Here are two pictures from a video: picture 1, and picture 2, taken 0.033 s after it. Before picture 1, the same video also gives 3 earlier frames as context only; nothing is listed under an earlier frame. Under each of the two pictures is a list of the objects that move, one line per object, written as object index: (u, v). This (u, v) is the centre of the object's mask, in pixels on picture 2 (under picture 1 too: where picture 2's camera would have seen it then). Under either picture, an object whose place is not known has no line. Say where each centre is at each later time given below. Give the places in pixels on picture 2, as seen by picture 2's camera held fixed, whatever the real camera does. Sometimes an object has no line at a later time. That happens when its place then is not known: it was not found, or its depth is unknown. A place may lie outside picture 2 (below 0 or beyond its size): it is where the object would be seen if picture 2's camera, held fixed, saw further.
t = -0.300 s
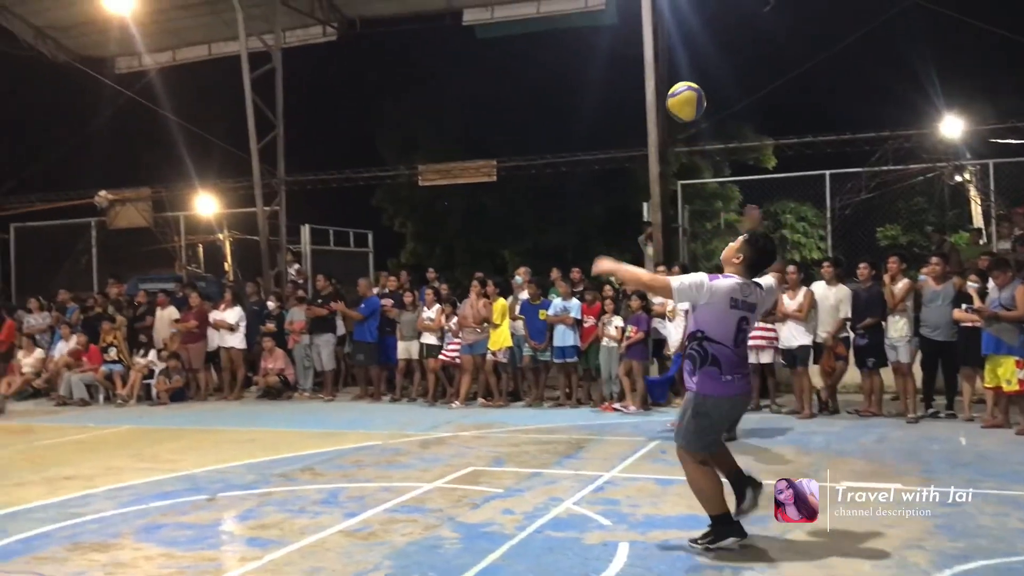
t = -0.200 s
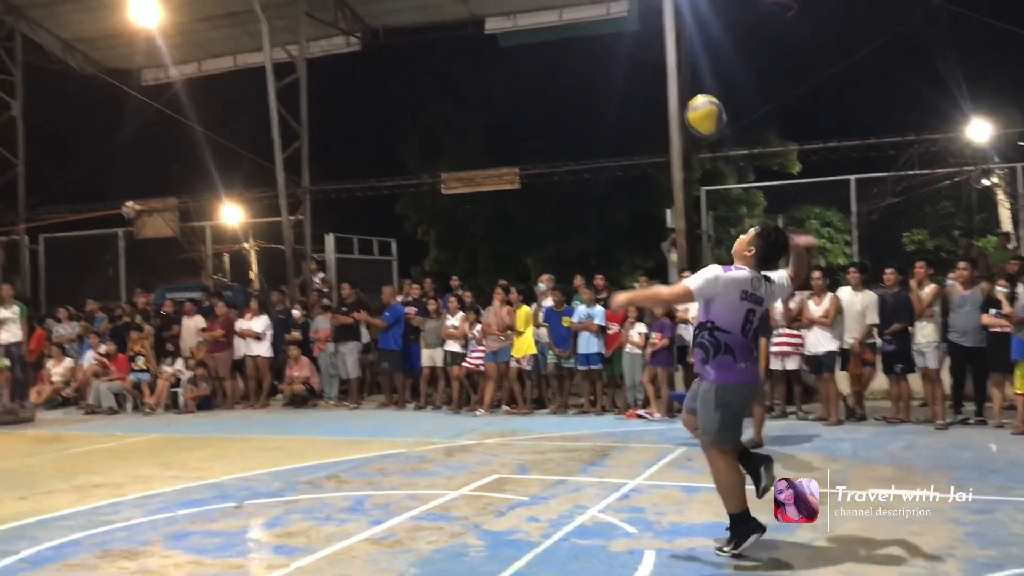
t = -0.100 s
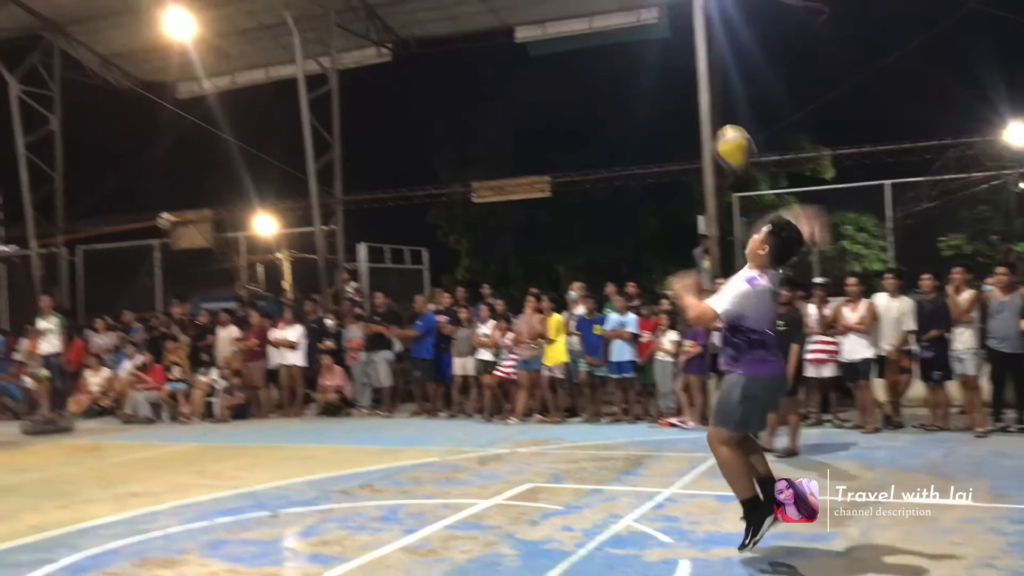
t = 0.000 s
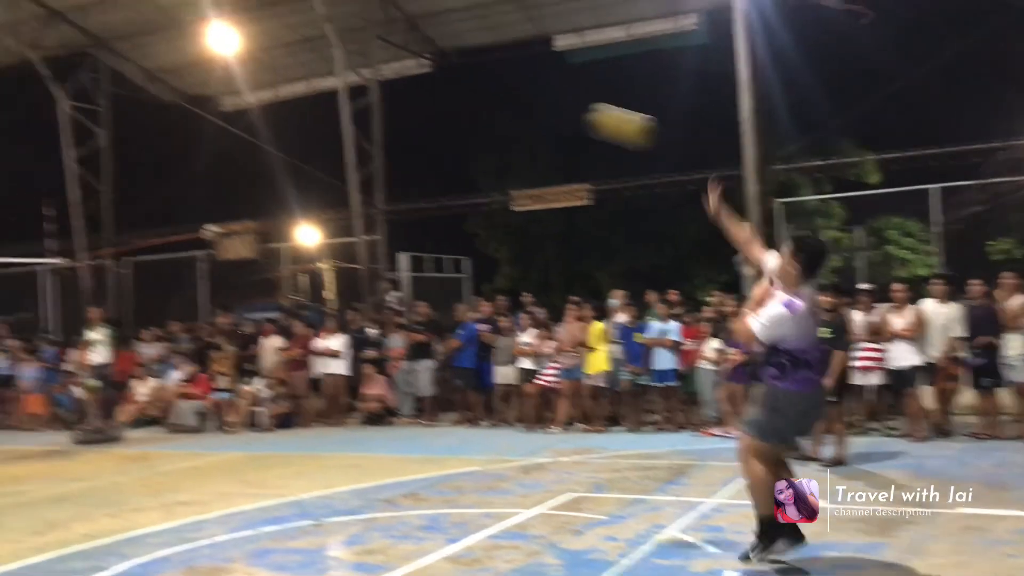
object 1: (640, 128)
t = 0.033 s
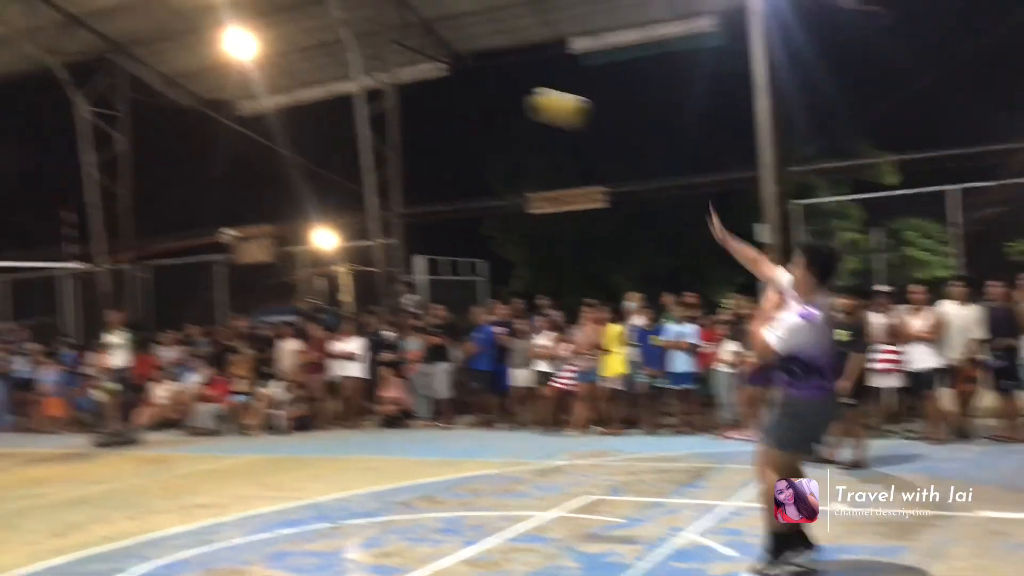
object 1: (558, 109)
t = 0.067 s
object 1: (485, 91)
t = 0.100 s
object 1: (420, 75)
